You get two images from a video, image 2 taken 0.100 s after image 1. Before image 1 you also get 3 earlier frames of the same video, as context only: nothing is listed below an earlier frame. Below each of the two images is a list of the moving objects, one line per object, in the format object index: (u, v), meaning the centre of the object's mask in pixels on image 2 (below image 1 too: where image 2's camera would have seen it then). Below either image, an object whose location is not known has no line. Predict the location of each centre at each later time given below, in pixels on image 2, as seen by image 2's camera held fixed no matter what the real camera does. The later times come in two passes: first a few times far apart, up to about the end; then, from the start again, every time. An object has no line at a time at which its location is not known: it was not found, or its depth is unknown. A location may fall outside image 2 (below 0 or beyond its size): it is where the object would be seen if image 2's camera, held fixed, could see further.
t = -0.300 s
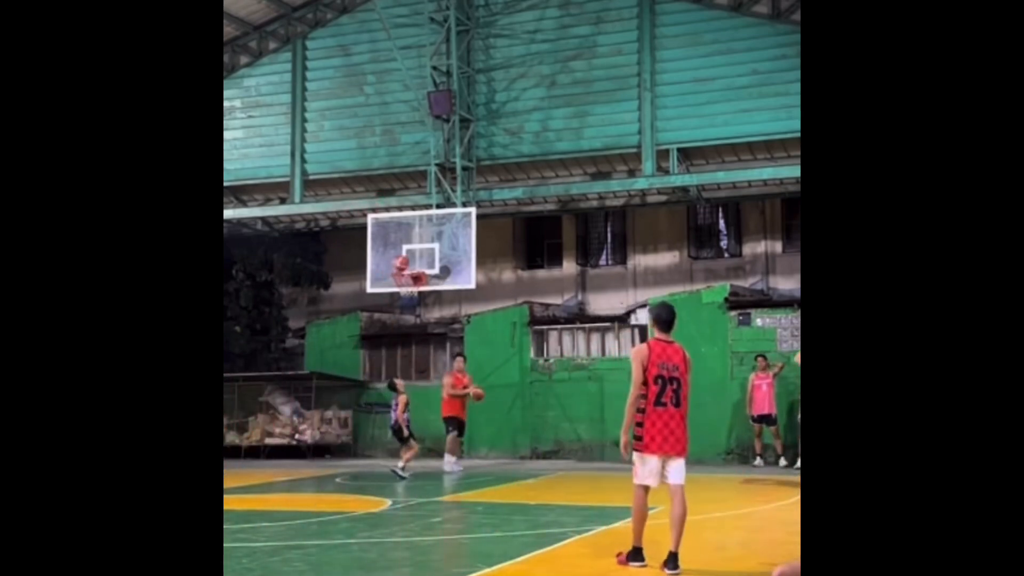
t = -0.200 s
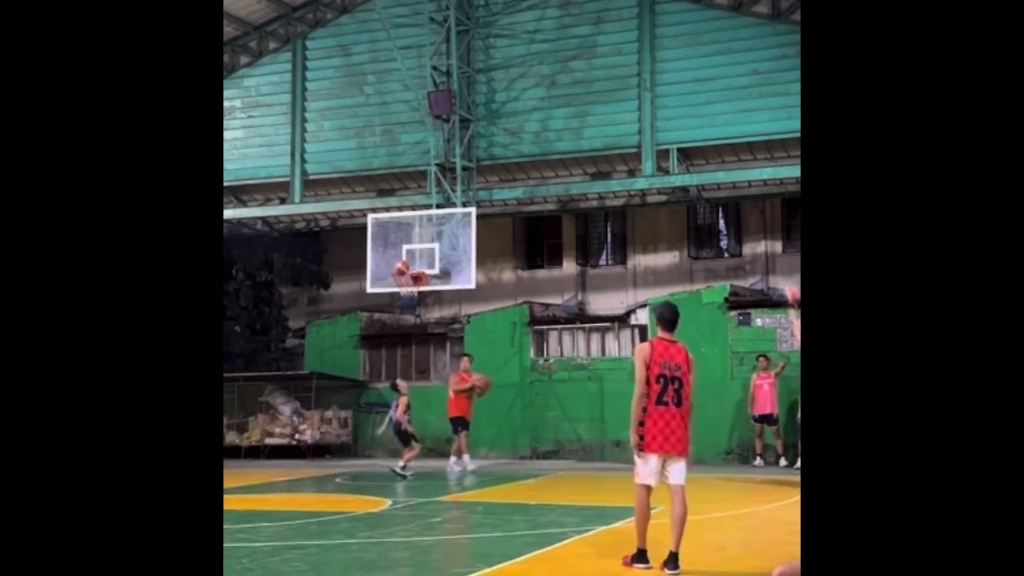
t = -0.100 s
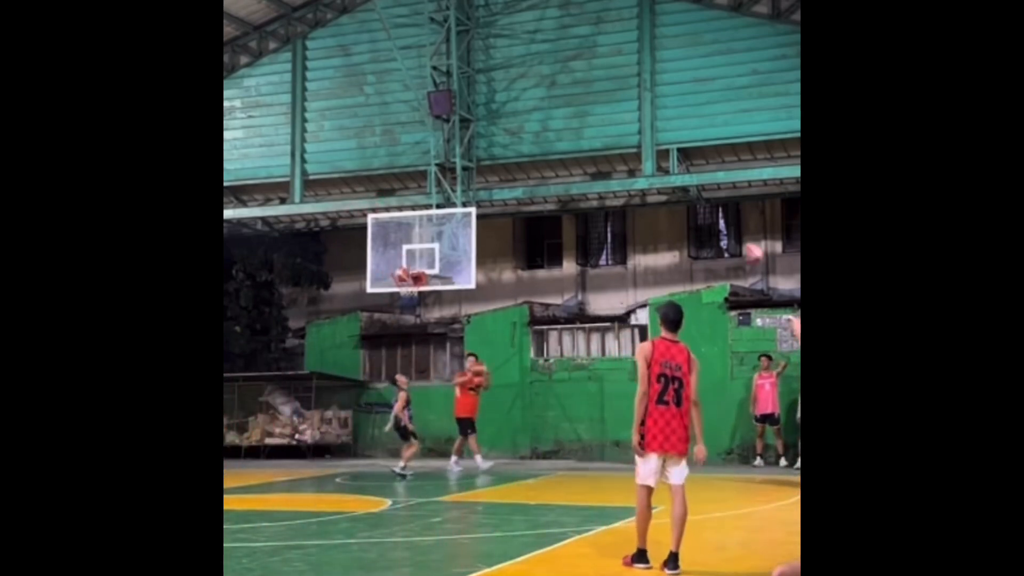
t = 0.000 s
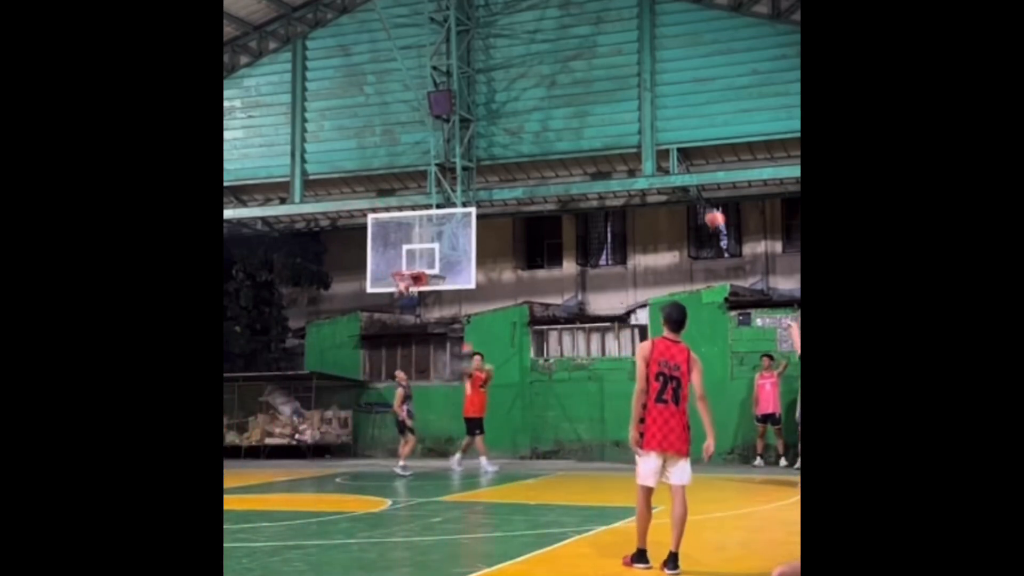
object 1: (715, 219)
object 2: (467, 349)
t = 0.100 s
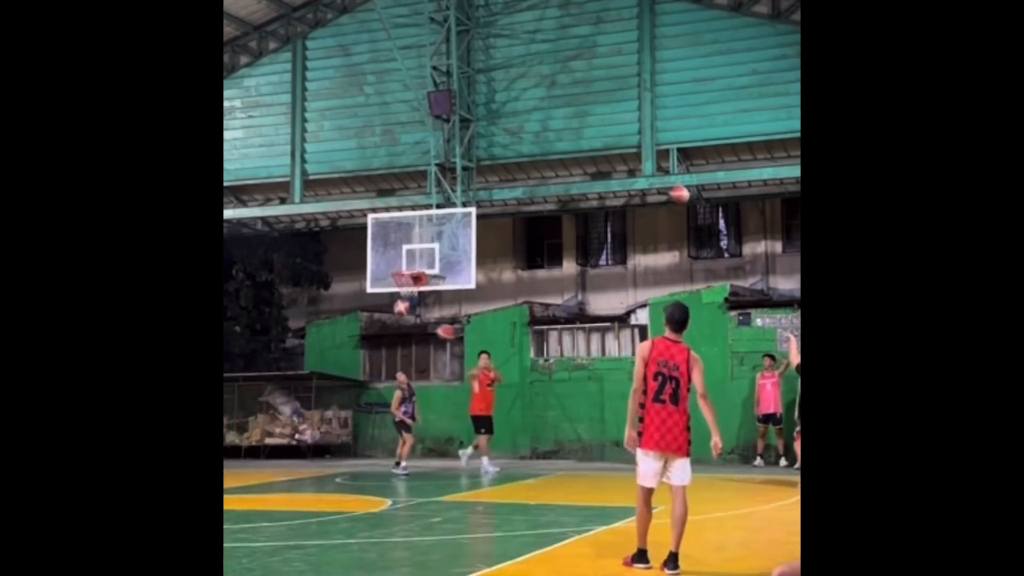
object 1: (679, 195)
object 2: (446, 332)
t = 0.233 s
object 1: (633, 172)
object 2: (417, 317)
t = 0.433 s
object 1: (570, 164)
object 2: (360, 318)
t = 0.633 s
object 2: (290, 354)
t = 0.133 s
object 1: (670, 189)
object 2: (438, 327)
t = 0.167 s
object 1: (657, 181)
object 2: (431, 324)
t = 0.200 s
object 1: (645, 176)
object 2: (424, 323)
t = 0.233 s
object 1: (633, 172)
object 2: (417, 317)
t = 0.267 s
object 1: (622, 169)
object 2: (408, 315)
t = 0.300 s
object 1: (611, 166)
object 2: (398, 314)
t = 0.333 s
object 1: (599, 166)
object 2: (388, 313)
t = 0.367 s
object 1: (589, 164)
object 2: (379, 315)
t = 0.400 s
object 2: (370, 316)
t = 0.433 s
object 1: (570, 164)
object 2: (360, 318)
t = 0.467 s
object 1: (559, 165)
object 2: (348, 321)
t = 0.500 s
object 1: (549, 167)
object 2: (338, 325)
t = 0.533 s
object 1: (540, 169)
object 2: (326, 329)
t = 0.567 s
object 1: (529, 173)
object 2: (314, 338)
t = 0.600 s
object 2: (302, 345)
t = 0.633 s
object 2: (290, 354)
